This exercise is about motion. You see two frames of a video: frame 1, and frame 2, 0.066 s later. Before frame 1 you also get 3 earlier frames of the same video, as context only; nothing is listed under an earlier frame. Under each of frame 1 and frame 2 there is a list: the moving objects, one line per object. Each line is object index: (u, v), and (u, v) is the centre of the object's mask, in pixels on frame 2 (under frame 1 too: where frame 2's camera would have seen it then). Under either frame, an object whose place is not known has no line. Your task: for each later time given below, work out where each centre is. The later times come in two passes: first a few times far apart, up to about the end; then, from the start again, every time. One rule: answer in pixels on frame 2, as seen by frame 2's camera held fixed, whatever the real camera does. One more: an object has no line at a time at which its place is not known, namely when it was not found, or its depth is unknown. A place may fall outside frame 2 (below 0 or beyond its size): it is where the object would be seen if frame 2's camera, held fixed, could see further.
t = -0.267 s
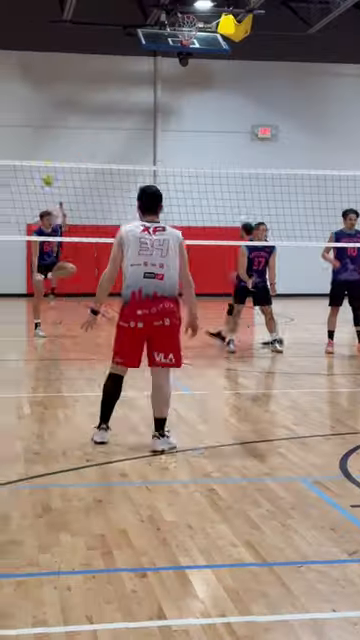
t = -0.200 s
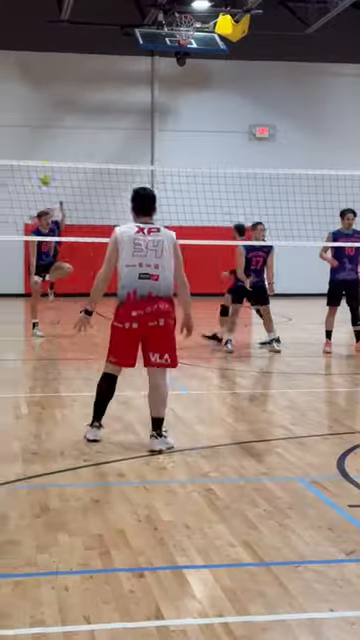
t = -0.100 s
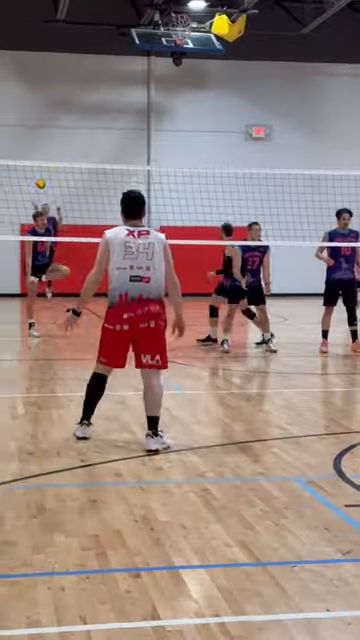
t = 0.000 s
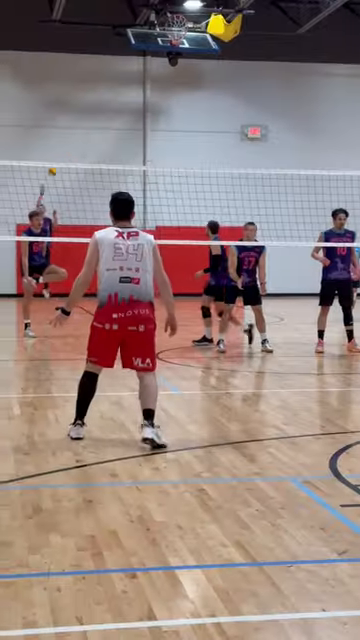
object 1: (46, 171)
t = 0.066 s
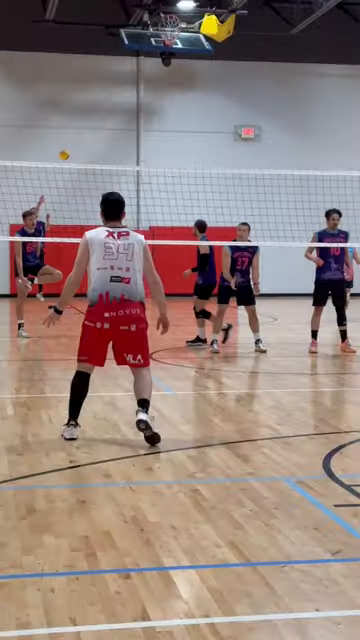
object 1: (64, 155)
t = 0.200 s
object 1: (105, 123)
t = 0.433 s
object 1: (180, 87)
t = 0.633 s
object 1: (250, 78)
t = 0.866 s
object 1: (342, 97)
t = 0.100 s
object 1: (74, 147)
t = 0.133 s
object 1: (84, 139)
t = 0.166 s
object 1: (94, 132)
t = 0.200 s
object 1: (105, 123)
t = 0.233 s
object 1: (116, 118)
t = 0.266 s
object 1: (129, 109)
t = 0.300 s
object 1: (137, 106)
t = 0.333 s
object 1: (147, 101)
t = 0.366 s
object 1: (152, 99)
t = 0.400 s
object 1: (169, 91)
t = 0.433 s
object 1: (180, 87)
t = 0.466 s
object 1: (190, 84)
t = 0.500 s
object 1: (202, 83)
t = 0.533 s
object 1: (214, 81)
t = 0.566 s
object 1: (226, 79)
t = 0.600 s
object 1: (238, 78)
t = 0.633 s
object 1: (250, 78)
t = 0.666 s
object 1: (264, 78)
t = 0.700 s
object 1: (274, 78)
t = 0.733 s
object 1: (287, 81)
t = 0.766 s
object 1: (302, 83)
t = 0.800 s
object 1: (314, 88)
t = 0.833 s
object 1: (328, 93)
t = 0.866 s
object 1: (342, 97)
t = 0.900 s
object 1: (358, 103)
